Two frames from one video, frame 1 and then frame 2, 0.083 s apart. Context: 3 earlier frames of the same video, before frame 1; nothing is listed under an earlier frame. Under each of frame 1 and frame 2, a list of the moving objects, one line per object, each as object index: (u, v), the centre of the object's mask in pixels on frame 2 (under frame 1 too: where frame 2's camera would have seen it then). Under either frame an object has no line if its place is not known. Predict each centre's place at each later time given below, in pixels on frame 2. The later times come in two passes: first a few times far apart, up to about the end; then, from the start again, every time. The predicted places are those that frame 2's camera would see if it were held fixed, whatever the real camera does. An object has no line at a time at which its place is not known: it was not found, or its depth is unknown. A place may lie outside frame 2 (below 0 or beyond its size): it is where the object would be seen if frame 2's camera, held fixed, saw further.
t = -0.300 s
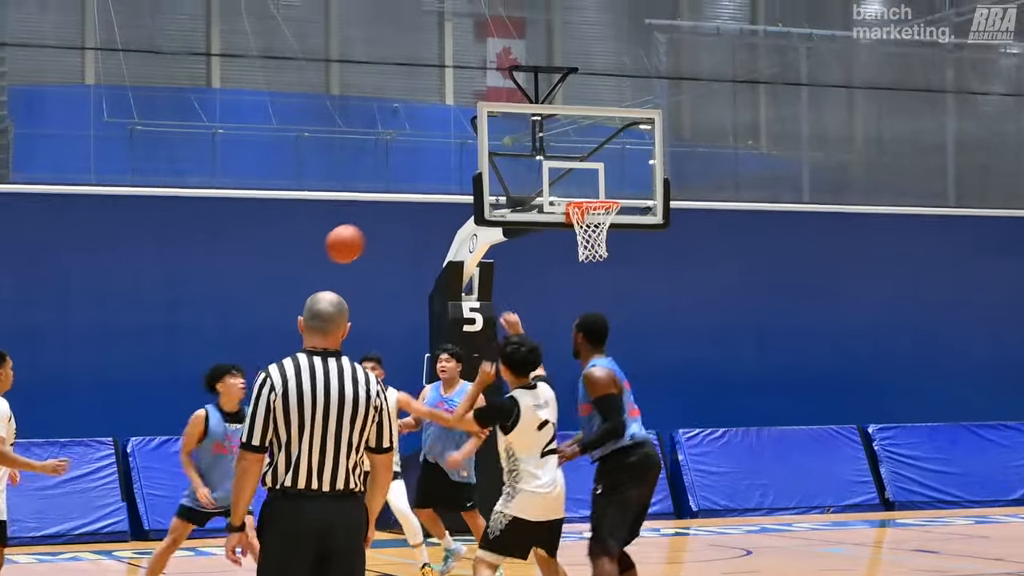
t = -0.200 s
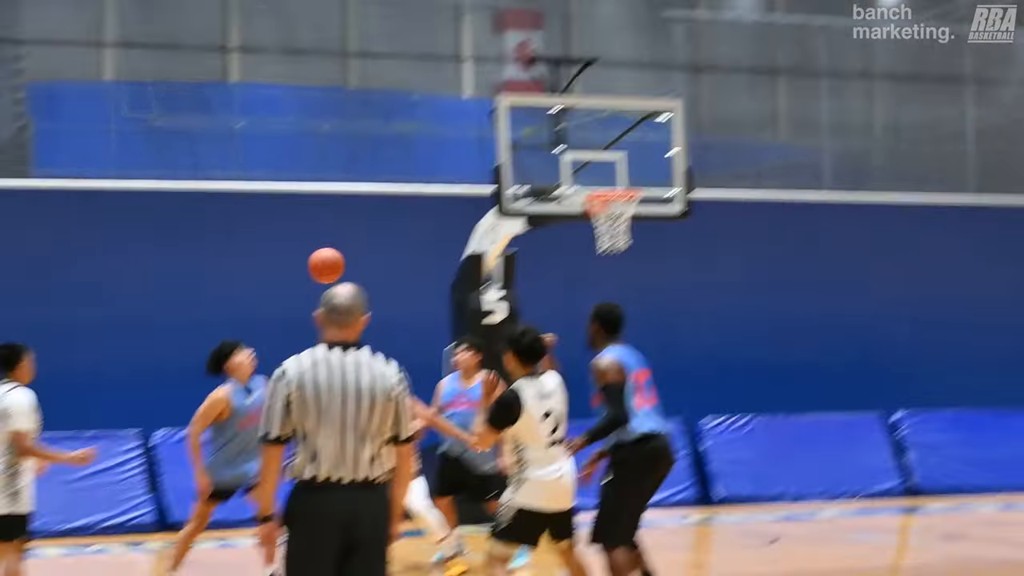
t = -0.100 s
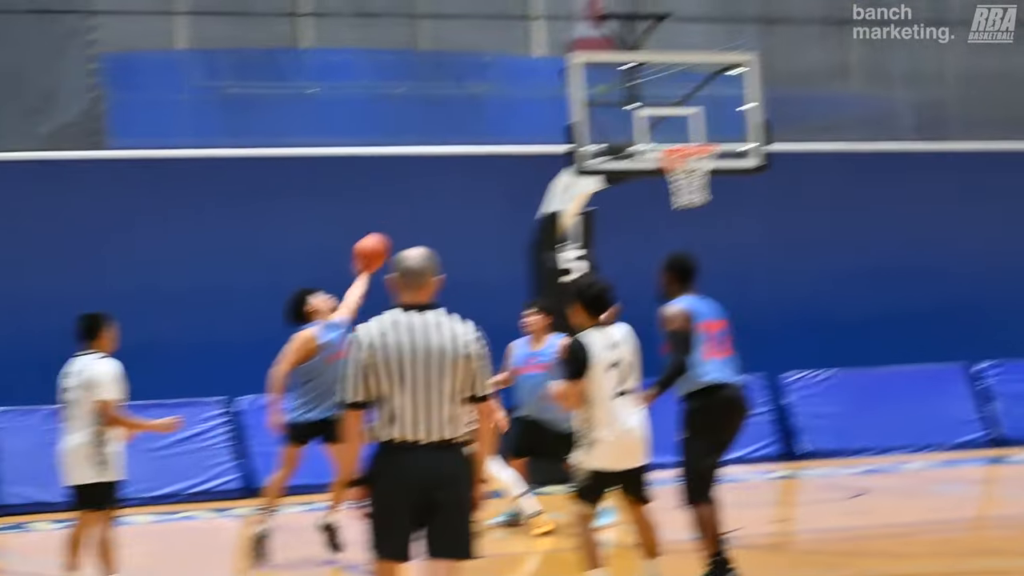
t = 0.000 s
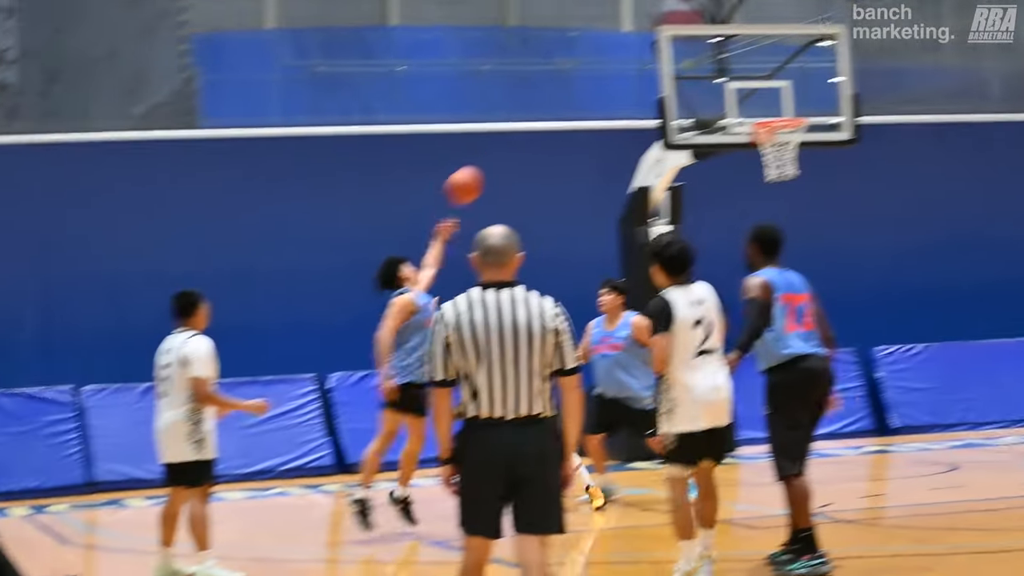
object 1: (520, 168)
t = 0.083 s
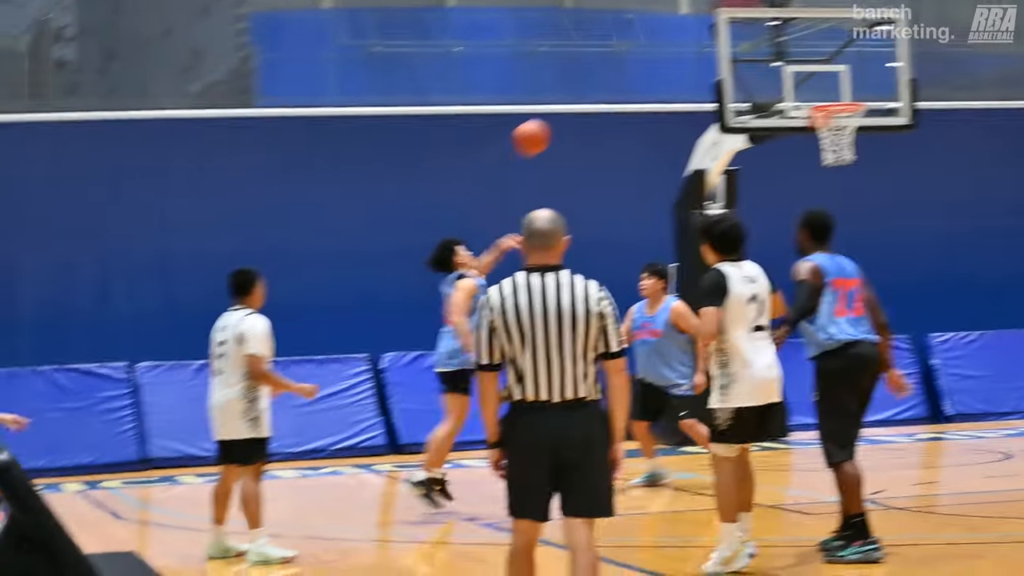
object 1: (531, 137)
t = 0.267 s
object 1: (558, 108)
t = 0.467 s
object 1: (588, 131)
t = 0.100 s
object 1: (534, 133)
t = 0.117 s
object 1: (536, 129)
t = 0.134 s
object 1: (538, 126)
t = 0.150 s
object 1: (541, 122)
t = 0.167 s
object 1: (543, 119)
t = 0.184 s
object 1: (546, 115)
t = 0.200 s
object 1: (549, 113)
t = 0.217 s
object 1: (551, 111)
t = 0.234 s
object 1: (554, 110)
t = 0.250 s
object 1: (556, 109)
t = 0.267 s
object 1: (558, 108)
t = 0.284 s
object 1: (561, 108)
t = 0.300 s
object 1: (563, 107)
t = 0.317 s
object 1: (566, 107)
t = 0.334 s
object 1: (568, 108)
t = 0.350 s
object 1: (571, 109)
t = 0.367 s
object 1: (573, 111)
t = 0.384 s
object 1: (576, 114)
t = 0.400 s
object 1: (578, 116)
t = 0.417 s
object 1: (581, 119)
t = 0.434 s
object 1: (583, 123)
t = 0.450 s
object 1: (585, 126)
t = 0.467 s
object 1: (588, 131)
